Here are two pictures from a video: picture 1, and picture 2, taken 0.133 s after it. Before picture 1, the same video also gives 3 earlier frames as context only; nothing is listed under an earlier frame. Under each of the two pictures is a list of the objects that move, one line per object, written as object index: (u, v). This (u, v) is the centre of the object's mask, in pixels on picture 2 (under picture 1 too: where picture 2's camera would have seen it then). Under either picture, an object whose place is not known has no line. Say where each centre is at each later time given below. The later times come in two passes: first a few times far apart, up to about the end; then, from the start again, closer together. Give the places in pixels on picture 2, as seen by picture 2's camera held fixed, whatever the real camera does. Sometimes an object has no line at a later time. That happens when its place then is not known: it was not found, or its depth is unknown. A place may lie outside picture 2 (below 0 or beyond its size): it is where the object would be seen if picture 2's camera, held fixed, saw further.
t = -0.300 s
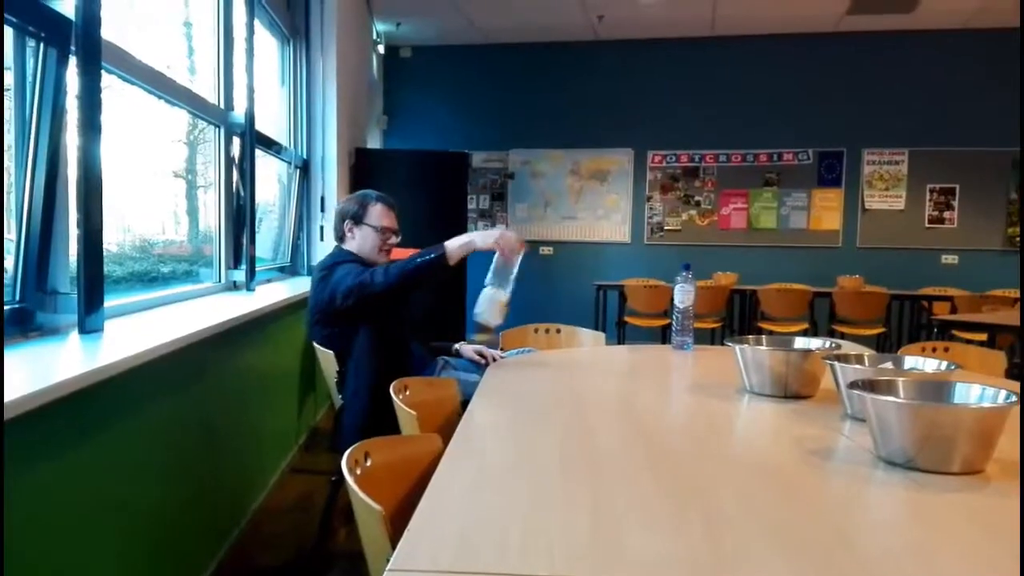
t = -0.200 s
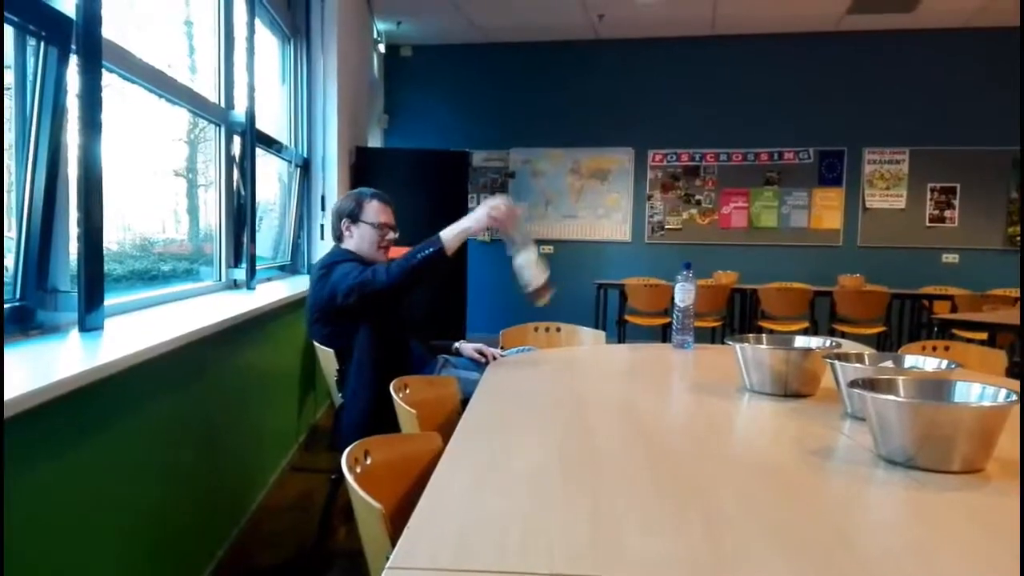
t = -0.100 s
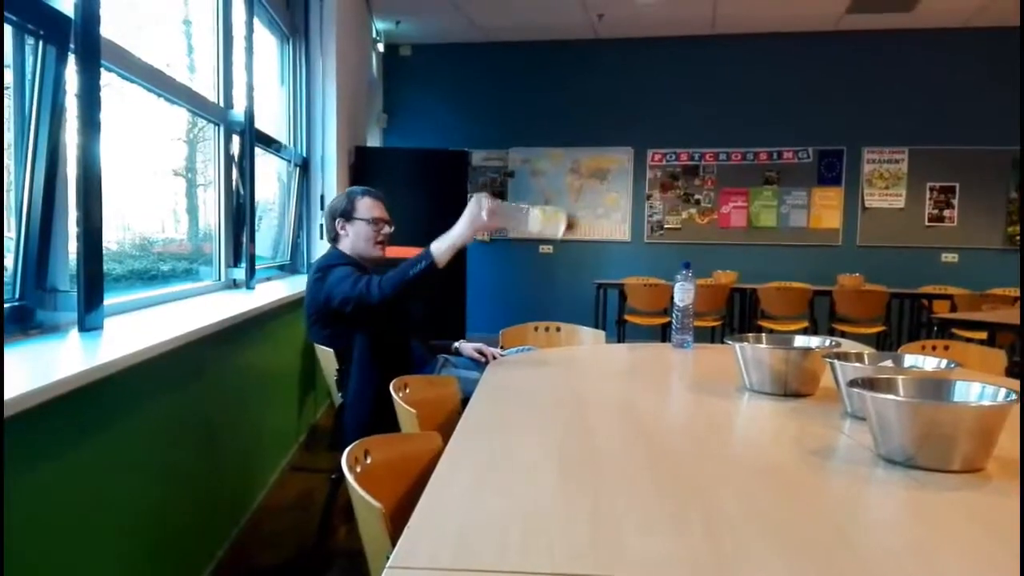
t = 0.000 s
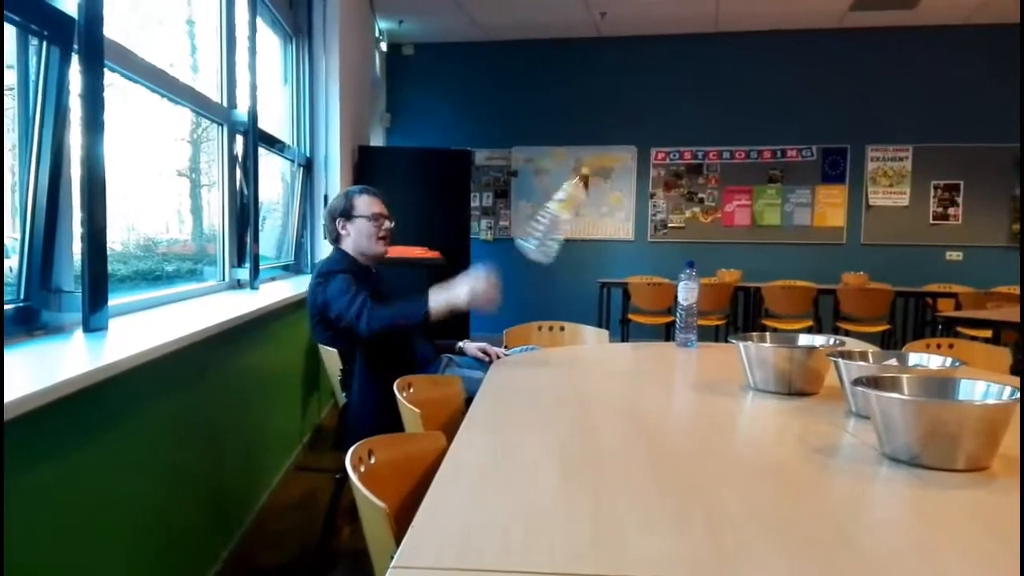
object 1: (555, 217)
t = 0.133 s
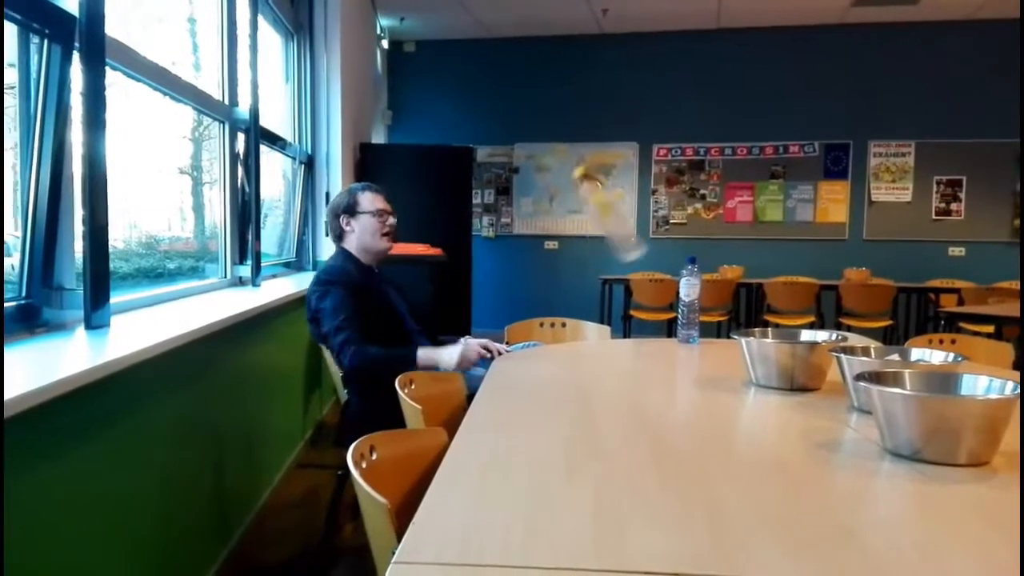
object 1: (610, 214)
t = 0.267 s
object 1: (623, 239)
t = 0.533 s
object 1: (623, 301)
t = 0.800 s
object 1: (631, 301)
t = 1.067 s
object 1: (630, 301)
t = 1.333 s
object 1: (630, 302)
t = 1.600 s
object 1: (629, 301)
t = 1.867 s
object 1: (634, 301)
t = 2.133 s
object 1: (630, 302)
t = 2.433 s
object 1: (633, 302)
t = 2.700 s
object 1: (630, 301)
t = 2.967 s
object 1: (631, 301)
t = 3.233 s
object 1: (631, 301)
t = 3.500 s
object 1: (630, 301)
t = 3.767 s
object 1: (631, 301)
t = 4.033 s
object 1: (631, 301)
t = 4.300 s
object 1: (630, 301)
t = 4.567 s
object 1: (631, 301)
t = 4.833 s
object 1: (631, 301)
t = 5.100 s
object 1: (631, 301)
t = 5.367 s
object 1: (631, 302)
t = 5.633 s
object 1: (631, 301)
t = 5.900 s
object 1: (631, 302)
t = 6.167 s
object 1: (631, 301)
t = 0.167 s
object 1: (615, 215)
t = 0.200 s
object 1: (623, 223)
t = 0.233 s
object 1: (624, 230)
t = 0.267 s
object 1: (623, 239)
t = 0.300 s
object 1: (626, 257)
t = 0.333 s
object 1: (627, 275)
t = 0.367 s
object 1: (626, 295)
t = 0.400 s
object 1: (623, 300)
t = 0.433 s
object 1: (622, 300)
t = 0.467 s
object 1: (622, 300)
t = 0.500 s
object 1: (622, 300)
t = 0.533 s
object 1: (623, 301)
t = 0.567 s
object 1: (624, 301)
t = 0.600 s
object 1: (624, 301)
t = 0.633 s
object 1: (625, 301)
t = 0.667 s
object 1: (626, 301)
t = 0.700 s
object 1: (628, 301)
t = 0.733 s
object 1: (629, 301)
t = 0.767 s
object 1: (630, 301)
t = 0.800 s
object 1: (631, 301)
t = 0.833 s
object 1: (631, 301)
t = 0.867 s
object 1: (631, 301)
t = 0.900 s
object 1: (630, 301)
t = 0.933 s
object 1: (630, 301)
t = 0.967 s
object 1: (630, 301)
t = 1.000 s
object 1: (630, 301)
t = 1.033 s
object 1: (630, 301)
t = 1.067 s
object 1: (630, 301)
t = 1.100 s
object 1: (629, 301)
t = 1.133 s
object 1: (629, 301)
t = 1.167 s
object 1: (629, 302)
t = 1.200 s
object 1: (629, 301)
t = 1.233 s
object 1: (629, 301)
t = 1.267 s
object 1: (630, 301)
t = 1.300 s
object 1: (630, 301)
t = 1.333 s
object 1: (630, 302)
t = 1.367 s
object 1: (631, 302)
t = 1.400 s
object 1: (630, 301)
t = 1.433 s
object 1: (630, 301)
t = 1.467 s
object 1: (630, 301)
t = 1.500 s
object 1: (630, 301)
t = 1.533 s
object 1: (629, 301)
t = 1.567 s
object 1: (629, 301)
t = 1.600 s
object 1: (629, 301)
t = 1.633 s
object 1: (629, 301)
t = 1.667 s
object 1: (629, 301)
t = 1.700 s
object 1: (630, 301)
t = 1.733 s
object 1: (631, 301)
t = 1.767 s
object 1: (632, 301)
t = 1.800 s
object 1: (633, 301)
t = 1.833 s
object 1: (634, 302)
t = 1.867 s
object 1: (634, 301)
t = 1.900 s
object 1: (634, 301)
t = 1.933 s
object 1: (633, 301)
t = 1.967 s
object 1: (632, 302)
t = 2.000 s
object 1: (631, 302)
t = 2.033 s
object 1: (631, 302)
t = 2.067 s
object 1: (630, 302)
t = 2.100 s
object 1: (630, 302)
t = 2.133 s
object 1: (630, 302)
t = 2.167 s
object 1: (630, 302)
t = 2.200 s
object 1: (630, 302)
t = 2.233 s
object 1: (630, 302)
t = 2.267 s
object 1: (631, 302)
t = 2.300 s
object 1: (632, 302)
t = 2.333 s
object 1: (632, 302)
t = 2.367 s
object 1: (633, 302)
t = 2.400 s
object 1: (633, 302)
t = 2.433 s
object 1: (633, 302)
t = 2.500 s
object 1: (632, 301)
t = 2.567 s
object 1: (632, 301)
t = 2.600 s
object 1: (631, 301)
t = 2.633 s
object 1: (630, 301)
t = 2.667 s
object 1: (630, 301)
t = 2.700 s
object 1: (630, 301)
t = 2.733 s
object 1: (630, 301)
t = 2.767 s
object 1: (631, 301)
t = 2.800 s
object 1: (632, 302)
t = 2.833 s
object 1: (633, 301)
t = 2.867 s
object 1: (633, 301)
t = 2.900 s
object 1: (632, 301)
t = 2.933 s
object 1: (632, 301)
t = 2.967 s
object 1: (631, 301)
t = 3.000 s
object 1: (631, 301)
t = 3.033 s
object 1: (631, 301)
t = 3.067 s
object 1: (631, 302)
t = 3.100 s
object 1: (631, 301)
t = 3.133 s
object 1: (631, 301)
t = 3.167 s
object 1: (631, 301)
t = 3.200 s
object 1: (631, 301)
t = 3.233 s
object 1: (631, 301)
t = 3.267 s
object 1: (631, 301)
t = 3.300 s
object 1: (631, 301)
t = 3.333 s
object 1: (631, 301)
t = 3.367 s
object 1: (631, 301)
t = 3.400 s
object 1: (631, 301)
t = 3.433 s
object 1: (631, 301)
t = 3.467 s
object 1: (631, 301)
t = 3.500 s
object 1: (630, 301)
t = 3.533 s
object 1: (630, 301)
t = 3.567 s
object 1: (629, 300)
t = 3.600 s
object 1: (630, 301)
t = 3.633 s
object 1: (631, 301)
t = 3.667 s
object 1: (631, 301)
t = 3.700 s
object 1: (631, 301)
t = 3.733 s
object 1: (631, 301)
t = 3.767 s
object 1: (631, 301)
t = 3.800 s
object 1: (630, 301)
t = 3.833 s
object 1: (630, 301)
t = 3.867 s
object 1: (630, 301)
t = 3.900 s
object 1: (630, 301)
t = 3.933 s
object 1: (630, 301)
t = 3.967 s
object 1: (631, 301)
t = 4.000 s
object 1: (631, 301)
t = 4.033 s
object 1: (631, 301)
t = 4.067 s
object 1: (631, 301)
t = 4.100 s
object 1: (631, 301)
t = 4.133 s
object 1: (631, 301)
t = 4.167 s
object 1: (630, 301)
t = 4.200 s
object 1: (631, 301)
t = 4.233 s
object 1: (631, 301)
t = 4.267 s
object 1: (631, 301)
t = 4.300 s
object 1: (630, 301)
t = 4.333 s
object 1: (630, 301)
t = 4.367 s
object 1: (630, 301)
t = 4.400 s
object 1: (631, 301)
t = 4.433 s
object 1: (631, 301)
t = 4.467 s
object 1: (631, 301)
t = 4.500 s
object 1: (631, 301)
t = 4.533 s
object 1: (631, 301)
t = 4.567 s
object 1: (631, 301)
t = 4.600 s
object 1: (631, 301)
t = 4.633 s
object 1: (631, 301)
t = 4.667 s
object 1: (631, 301)
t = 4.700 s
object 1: (631, 302)
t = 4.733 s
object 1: (631, 301)
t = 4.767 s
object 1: (631, 301)
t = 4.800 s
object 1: (631, 301)
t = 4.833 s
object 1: (631, 301)
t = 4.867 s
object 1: (631, 301)
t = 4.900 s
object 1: (631, 301)
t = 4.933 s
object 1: (631, 301)
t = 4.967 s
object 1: (631, 301)
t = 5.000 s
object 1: (631, 301)
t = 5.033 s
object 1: (631, 301)
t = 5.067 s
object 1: (631, 302)
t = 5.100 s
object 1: (631, 301)
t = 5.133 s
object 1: (631, 301)
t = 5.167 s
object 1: (630, 302)
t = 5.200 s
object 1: (630, 302)
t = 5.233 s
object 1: (630, 301)
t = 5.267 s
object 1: (631, 301)
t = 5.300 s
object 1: (630, 302)
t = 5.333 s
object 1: (631, 302)
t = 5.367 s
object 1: (631, 302)
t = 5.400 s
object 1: (631, 301)
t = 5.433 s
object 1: (631, 301)
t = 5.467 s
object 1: (631, 302)
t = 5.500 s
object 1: (631, 301)
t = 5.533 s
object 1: (631, 301)
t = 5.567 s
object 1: (631, 301)
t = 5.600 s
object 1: (631, 301)
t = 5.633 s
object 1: (631, 301)
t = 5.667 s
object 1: (631, 301)
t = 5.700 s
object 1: (631, 301)
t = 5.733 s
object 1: (631, 301)
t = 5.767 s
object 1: (631, 302)
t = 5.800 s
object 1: (631, 301)
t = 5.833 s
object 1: (631, 301)
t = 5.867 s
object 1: (631, 302)
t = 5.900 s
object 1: (631, 302)
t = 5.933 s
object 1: (631, 301)
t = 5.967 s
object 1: (631, 301)
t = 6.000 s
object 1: (631, 301)
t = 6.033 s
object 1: (631, 301)
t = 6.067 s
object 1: (631, 301)
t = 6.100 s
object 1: (631, 301)
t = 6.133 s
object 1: (631, 301)
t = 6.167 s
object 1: (631, 301)
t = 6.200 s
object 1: (631, 301)
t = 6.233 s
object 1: (631, 301)
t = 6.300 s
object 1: (631, 301)
